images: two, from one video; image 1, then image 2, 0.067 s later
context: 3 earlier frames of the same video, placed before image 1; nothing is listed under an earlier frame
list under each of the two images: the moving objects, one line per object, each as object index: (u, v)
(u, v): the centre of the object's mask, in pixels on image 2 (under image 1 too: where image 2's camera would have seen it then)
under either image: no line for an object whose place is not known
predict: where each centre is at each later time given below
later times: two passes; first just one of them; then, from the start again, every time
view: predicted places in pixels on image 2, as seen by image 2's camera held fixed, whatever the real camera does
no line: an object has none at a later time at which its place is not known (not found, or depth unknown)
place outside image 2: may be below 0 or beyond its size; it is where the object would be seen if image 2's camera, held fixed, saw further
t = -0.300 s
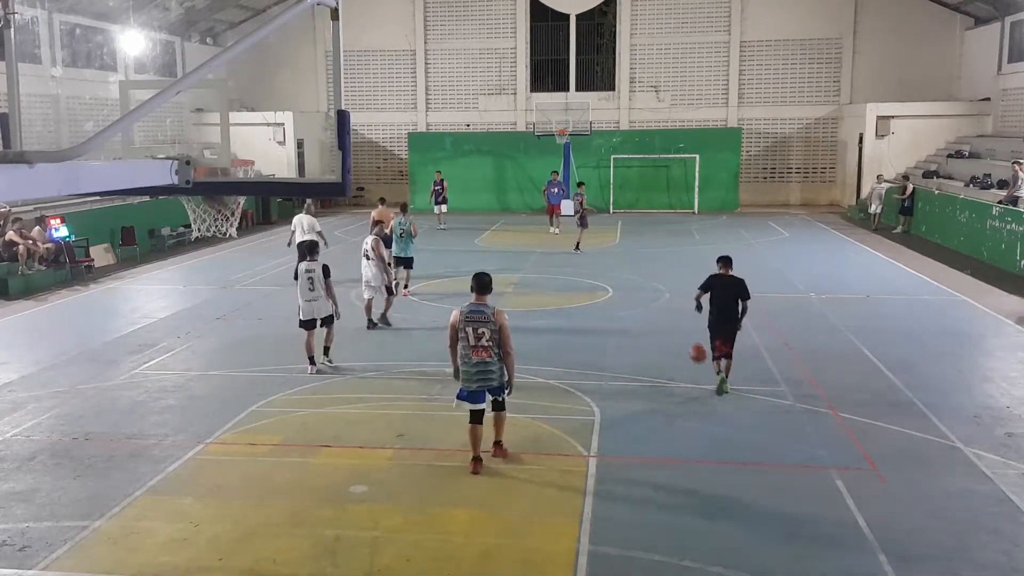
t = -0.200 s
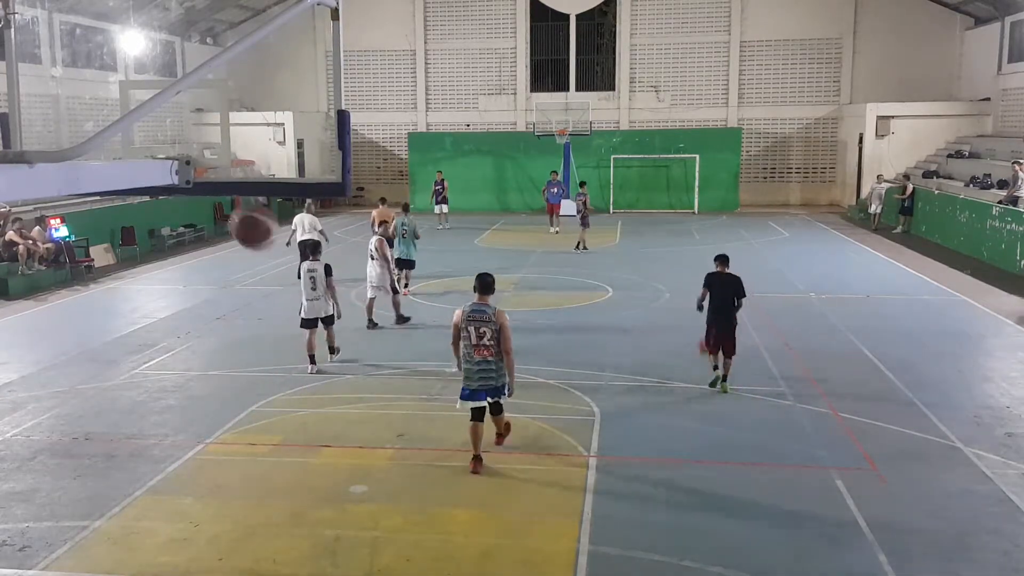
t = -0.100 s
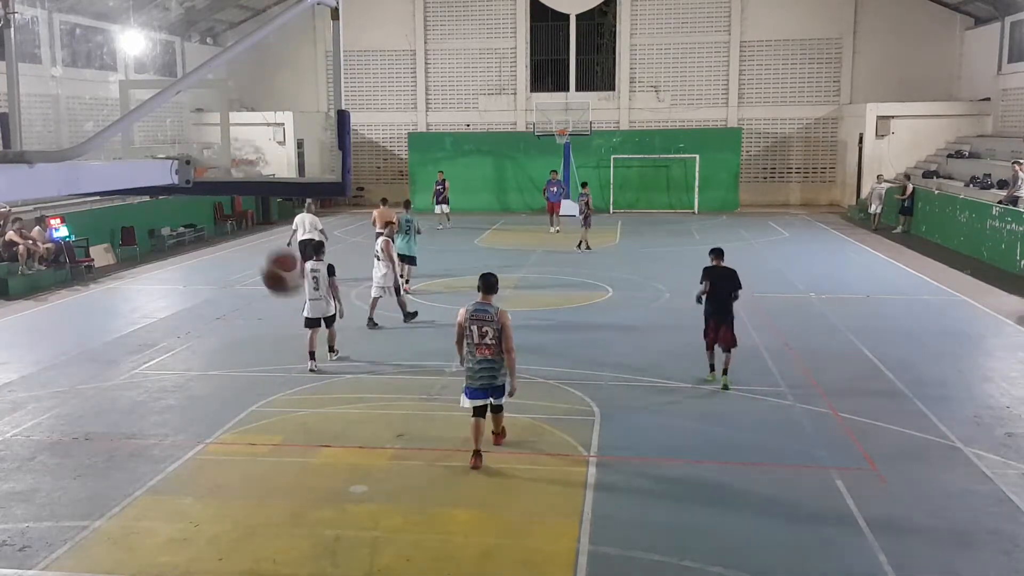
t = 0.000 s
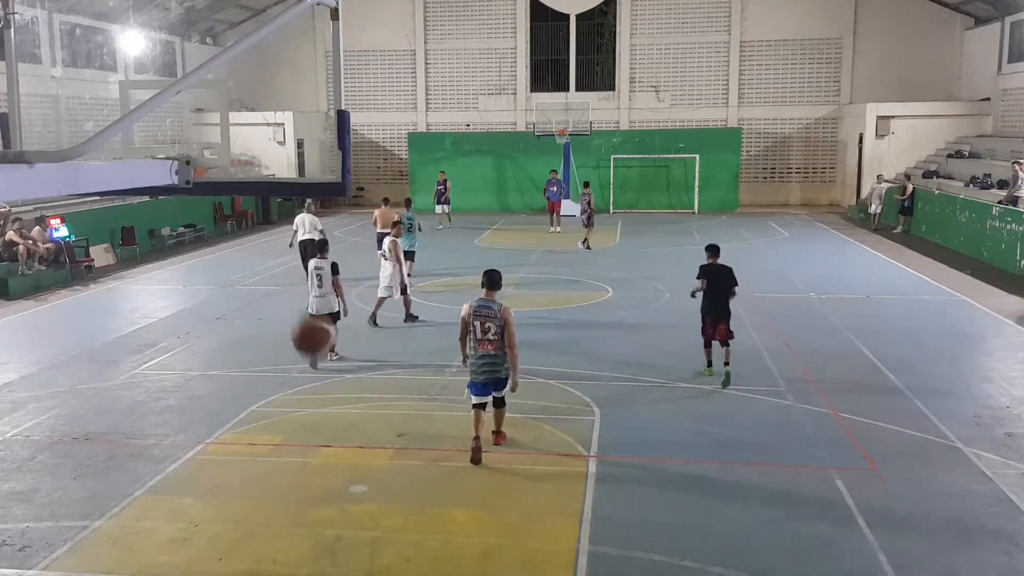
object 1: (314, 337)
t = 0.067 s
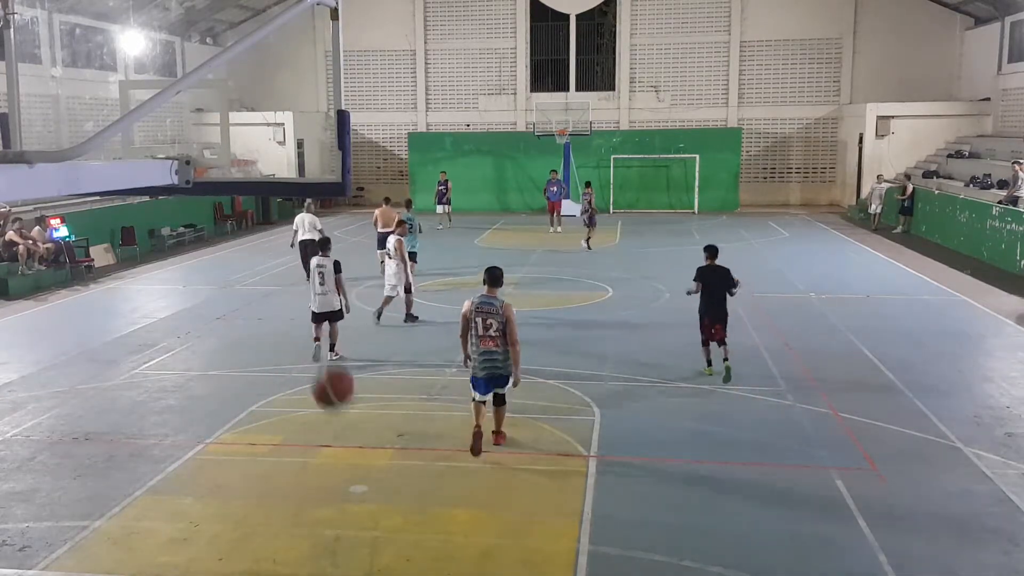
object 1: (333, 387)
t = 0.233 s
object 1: (386, 552)
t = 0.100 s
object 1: (345, 417)
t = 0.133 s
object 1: (354, 447)
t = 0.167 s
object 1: (365, 479)
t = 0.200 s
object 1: (373, 514)
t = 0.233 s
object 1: (386, 552)
